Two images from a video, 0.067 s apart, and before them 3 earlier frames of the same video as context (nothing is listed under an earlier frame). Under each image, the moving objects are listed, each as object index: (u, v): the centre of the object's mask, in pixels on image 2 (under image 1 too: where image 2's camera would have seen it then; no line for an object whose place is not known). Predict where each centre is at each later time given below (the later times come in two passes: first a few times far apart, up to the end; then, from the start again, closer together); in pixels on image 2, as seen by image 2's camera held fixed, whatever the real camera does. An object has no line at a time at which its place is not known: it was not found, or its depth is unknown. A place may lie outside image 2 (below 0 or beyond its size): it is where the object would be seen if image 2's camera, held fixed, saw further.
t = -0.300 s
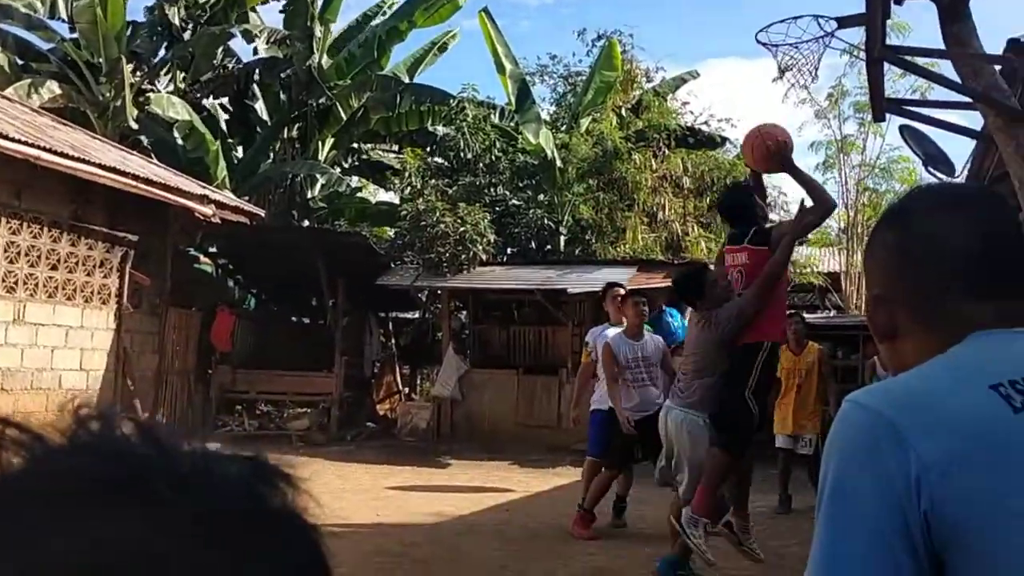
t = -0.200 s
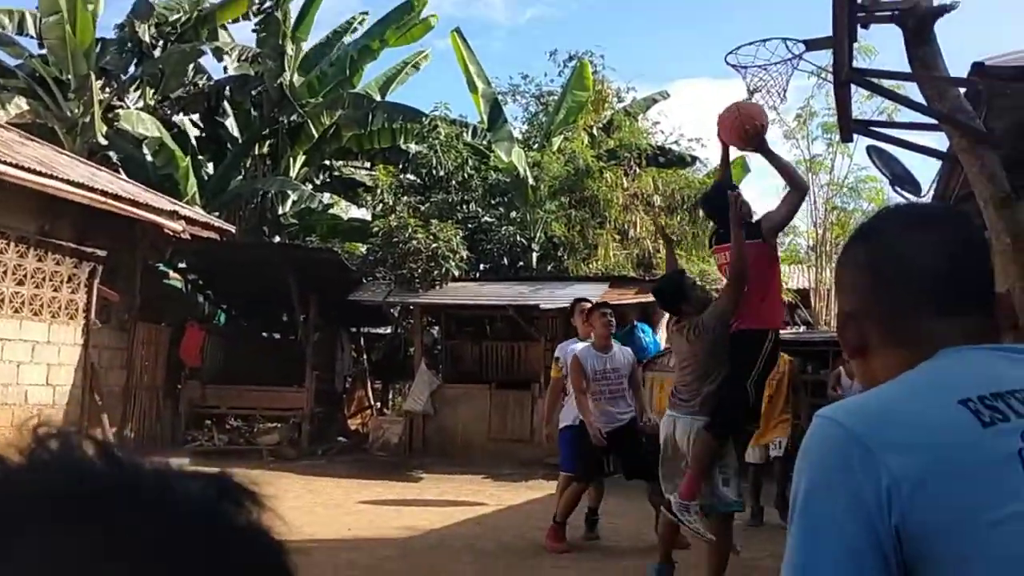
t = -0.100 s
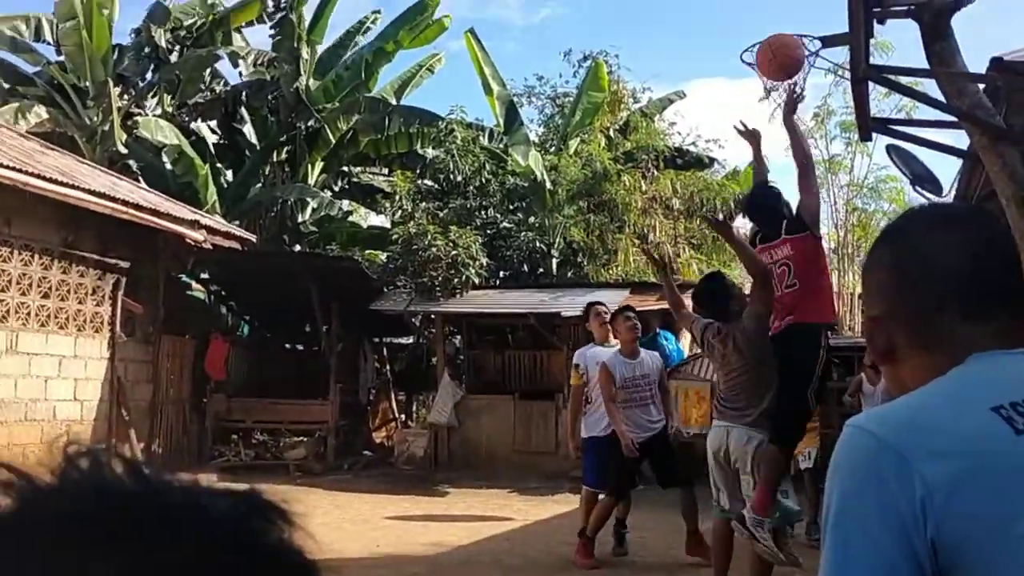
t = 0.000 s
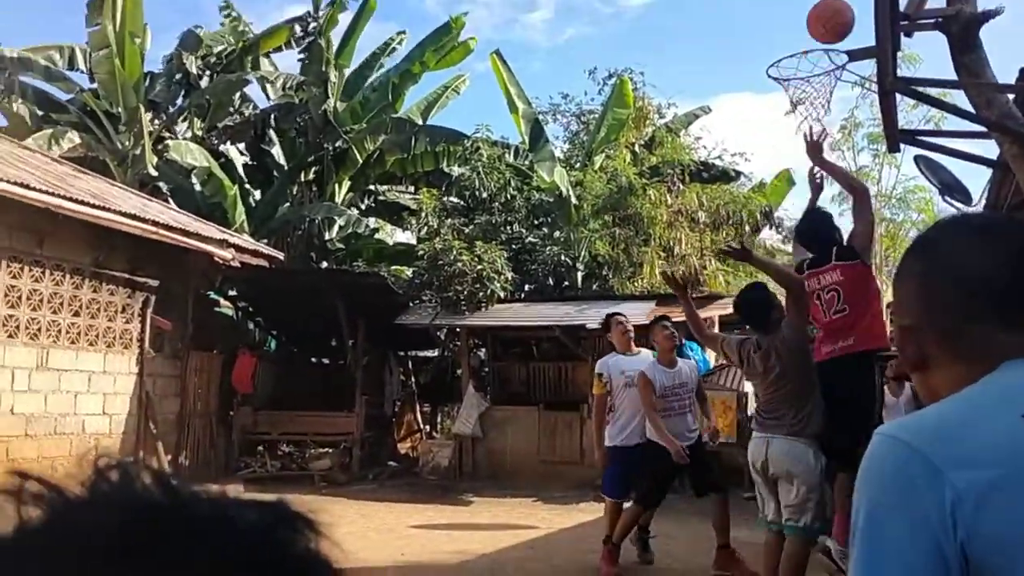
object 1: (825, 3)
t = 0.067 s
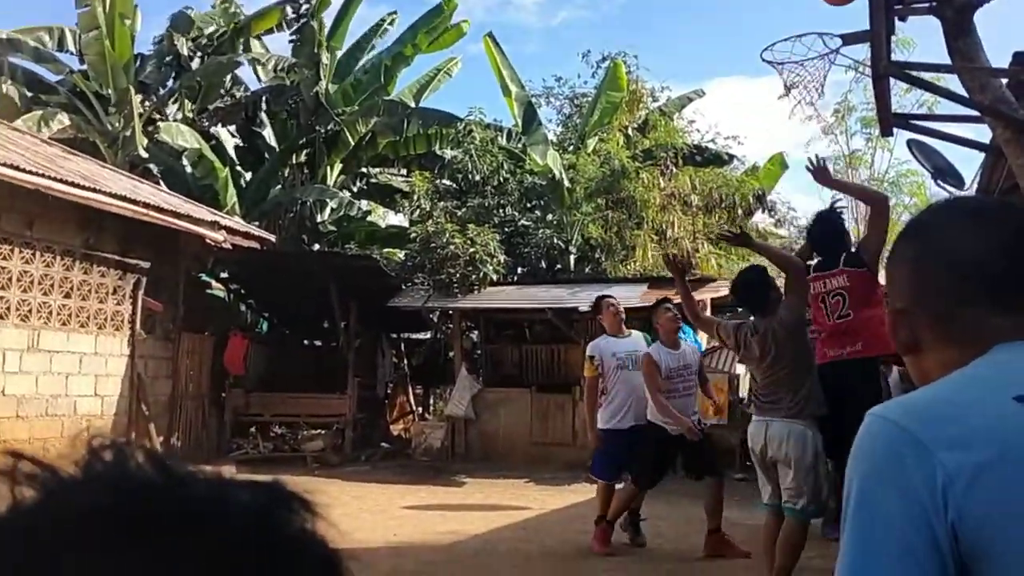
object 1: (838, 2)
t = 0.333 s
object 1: (807, 16)
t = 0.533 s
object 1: (794, 2)
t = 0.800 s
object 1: (764, 44)
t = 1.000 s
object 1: (735, 144)
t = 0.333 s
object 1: (807, 16)
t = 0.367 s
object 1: (804, 13)
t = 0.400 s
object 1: (803, 9)
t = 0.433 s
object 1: (800, 9)
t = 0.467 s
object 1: (798, 9)
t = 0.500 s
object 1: (796, 4)
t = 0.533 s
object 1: (794, 2)
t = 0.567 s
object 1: (792, 1)
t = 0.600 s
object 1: (790, 10)
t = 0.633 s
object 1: (788, 17)
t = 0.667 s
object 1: (783, 19)
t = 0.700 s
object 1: (778, 22)
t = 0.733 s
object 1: (773, 28)
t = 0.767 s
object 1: (769, 37)
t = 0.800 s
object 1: (764, 44)
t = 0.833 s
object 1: (759, 55)
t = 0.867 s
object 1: (755, 68)
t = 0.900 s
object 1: (750, 83)
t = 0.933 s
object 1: (745, 102)
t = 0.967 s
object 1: (740, 122)
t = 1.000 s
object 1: (735, 144)
